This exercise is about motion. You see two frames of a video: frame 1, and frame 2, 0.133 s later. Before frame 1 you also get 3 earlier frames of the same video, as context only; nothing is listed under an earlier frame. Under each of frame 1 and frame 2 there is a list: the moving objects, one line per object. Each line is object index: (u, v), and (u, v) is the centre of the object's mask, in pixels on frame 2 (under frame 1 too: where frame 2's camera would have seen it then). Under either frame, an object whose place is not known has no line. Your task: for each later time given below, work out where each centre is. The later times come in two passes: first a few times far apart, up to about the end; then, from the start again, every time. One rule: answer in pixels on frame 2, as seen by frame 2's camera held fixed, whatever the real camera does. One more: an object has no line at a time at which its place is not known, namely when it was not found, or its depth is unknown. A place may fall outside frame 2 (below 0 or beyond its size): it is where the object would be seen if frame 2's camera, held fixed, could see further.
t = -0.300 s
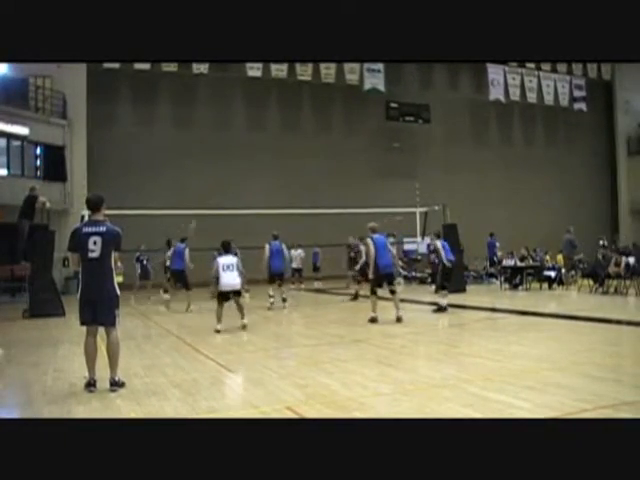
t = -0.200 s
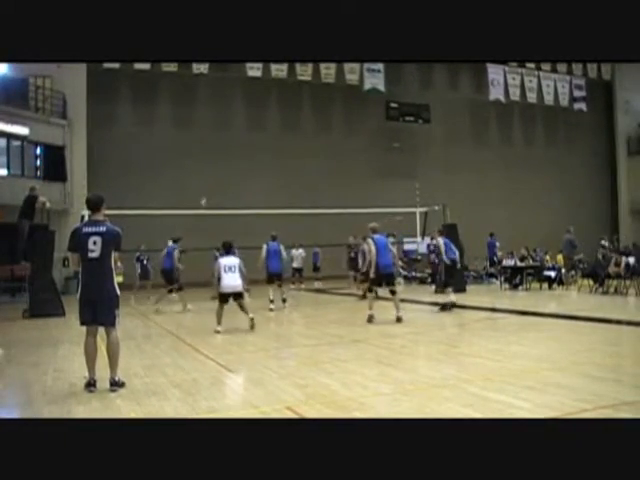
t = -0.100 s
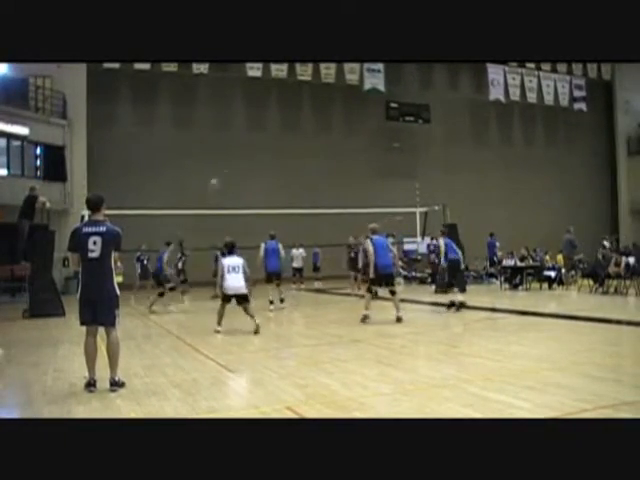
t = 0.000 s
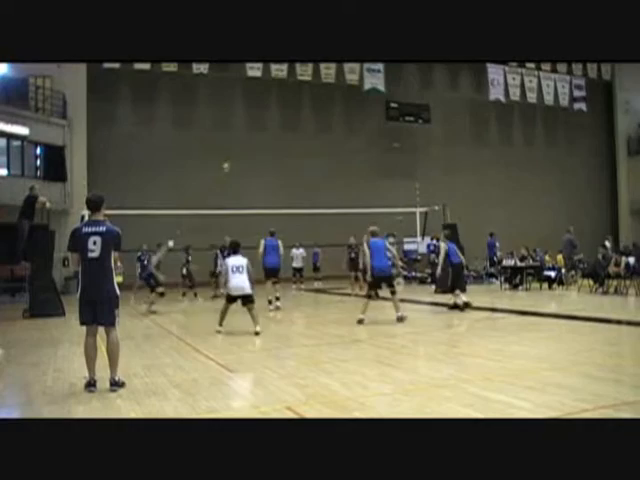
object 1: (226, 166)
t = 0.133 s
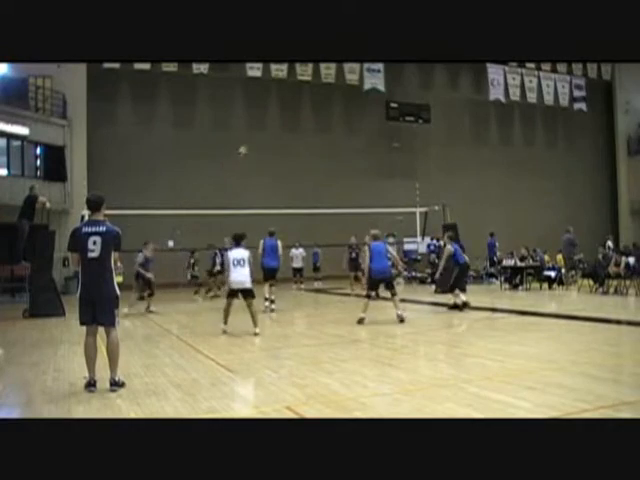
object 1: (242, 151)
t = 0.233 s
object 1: (255, 143)
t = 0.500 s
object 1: (295, 140)
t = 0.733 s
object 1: (334, 166)
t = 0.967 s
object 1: (380, 223)
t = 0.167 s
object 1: (247, 147)
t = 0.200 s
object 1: (251, 145)
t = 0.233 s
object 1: (255, 143)
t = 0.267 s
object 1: (260, 141)
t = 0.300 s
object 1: (264, 139)
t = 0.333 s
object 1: (269, 138)
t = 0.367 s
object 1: (275, 137)
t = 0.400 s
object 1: (279, 137)
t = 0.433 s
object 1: (284, 138)
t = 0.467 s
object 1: (289, 139)
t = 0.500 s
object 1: (295, 140)
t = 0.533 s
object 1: (301, 142)
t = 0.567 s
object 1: (306, 145)
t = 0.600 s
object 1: (311, 148)
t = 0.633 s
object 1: (317, 152)
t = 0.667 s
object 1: (323, 156)
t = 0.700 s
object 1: (328, 161)
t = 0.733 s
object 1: (334, 166)
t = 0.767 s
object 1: (341, 173)
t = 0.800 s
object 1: (347, 180)
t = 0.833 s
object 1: (354, 186)
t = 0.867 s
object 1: (360, 195)
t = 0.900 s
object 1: (365, 202)
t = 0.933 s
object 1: (374, 215)
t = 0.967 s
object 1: (380, 223)
